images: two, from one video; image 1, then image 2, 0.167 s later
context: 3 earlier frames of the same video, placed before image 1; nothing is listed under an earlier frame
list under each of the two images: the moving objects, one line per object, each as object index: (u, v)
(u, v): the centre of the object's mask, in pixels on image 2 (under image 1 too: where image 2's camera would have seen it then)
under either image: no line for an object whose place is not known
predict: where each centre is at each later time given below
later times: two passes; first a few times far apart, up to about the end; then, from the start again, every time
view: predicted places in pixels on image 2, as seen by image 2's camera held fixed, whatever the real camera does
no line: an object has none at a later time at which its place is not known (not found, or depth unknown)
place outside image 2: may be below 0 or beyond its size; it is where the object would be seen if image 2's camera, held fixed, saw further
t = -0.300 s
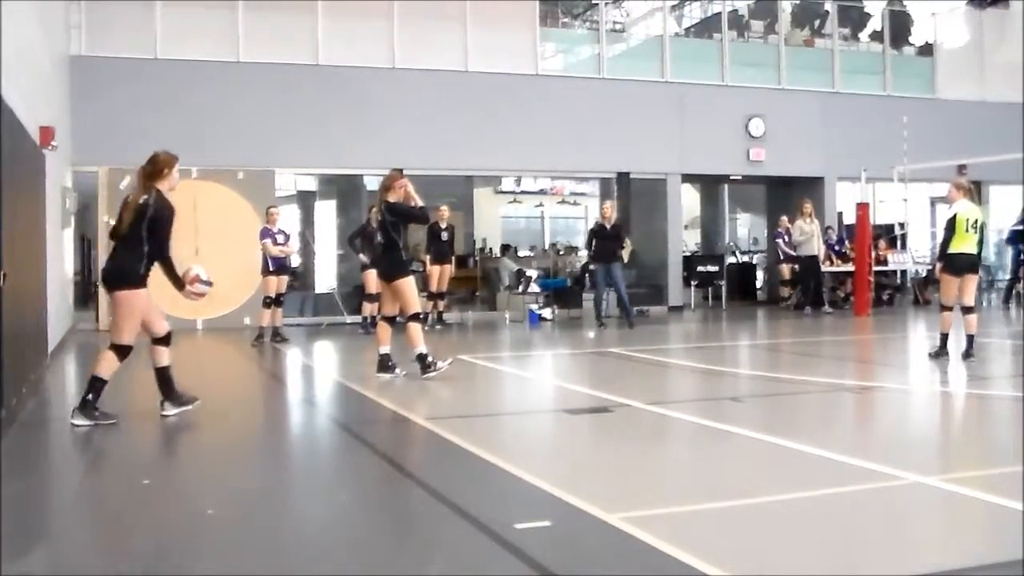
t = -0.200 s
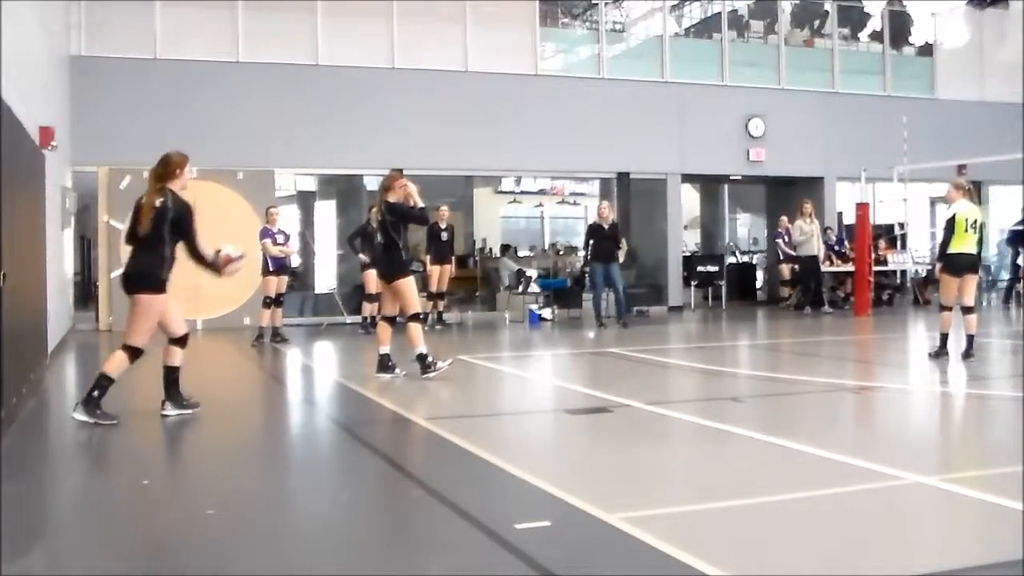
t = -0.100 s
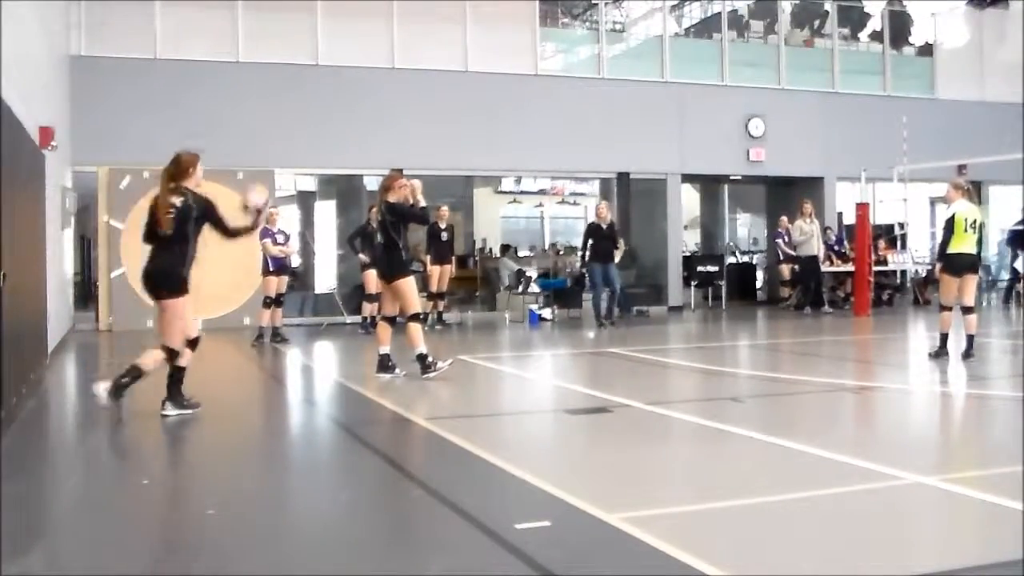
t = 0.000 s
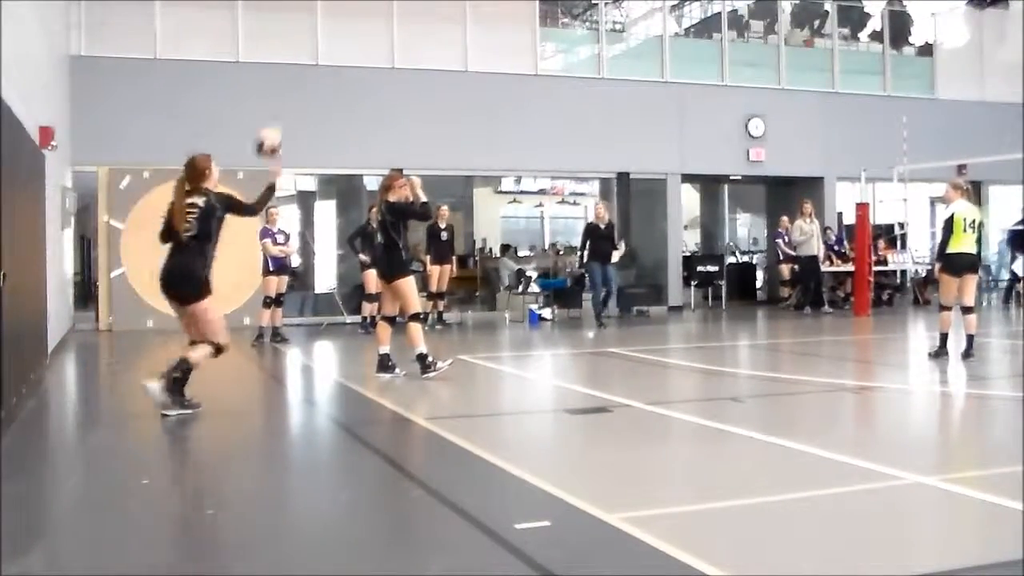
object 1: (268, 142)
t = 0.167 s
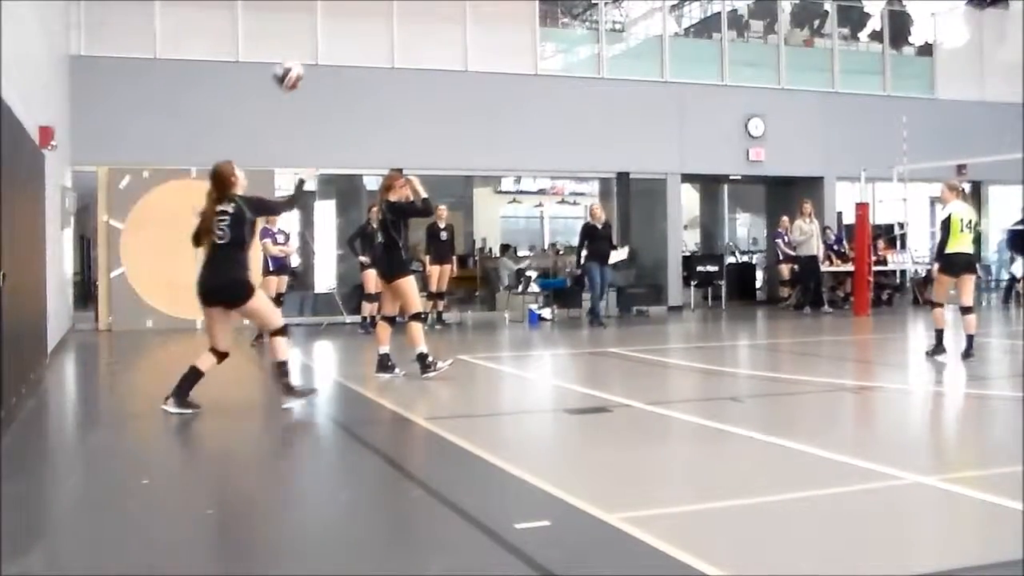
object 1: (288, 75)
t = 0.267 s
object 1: (301, 55)
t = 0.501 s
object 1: (330, 60)
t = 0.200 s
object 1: (293, 66)
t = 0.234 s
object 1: (297, 60)
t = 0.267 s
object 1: (301, 55)
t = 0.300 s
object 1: (306, 50)
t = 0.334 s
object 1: (309, 49)
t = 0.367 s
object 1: (313, 47)
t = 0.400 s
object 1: (317, 48)
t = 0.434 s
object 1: (321, 51)
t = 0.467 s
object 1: (325, 55)
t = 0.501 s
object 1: (330, 60)
